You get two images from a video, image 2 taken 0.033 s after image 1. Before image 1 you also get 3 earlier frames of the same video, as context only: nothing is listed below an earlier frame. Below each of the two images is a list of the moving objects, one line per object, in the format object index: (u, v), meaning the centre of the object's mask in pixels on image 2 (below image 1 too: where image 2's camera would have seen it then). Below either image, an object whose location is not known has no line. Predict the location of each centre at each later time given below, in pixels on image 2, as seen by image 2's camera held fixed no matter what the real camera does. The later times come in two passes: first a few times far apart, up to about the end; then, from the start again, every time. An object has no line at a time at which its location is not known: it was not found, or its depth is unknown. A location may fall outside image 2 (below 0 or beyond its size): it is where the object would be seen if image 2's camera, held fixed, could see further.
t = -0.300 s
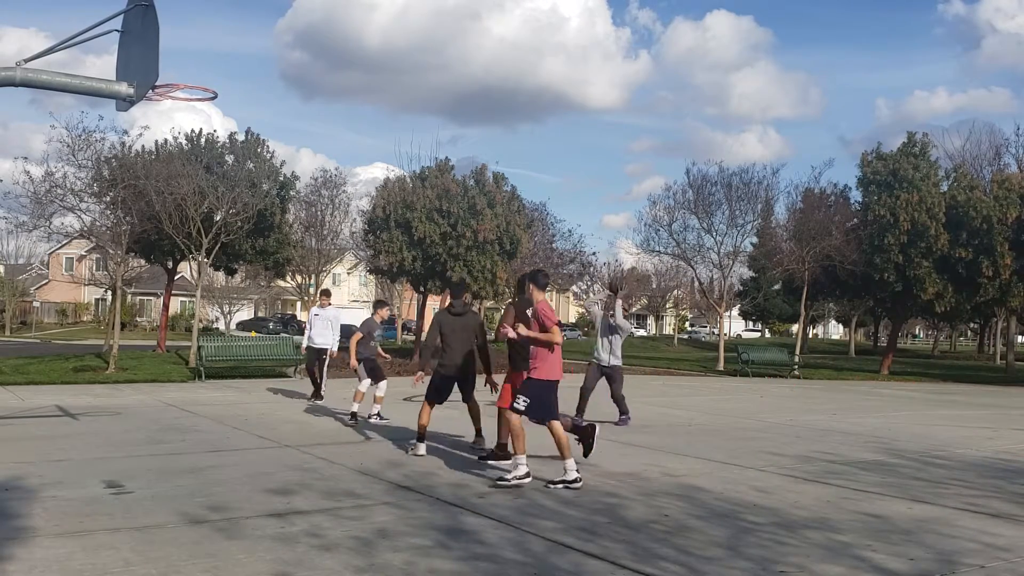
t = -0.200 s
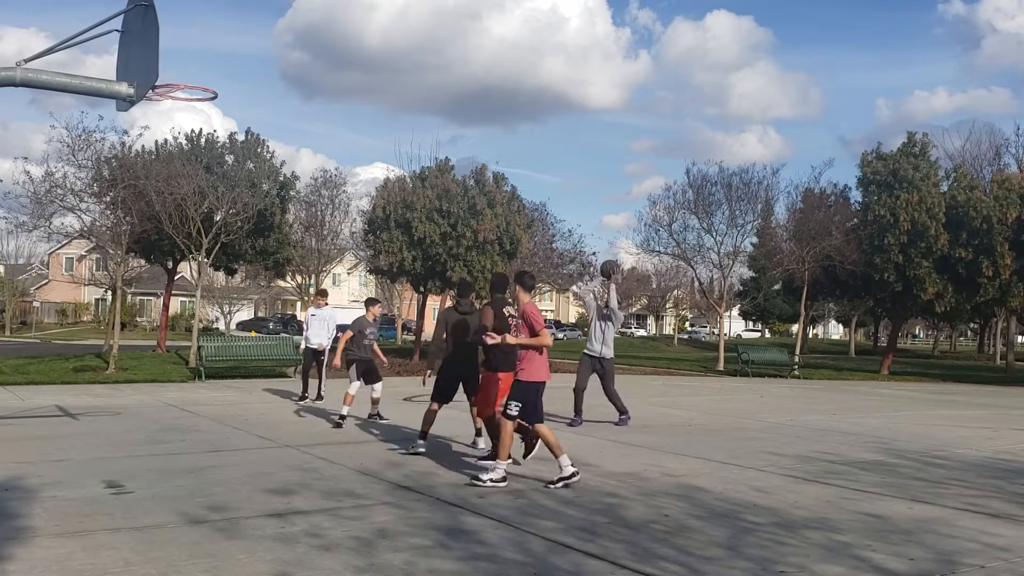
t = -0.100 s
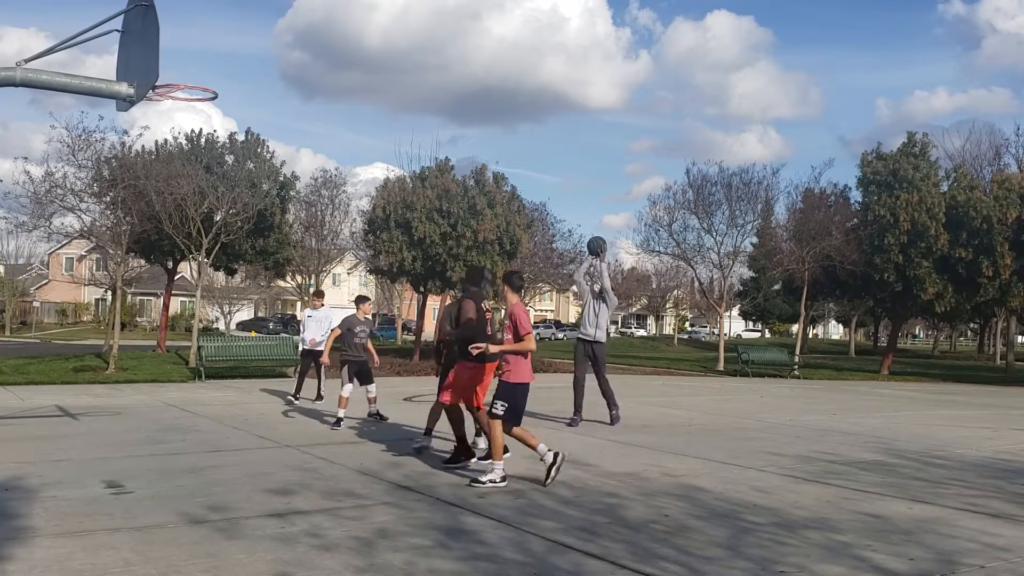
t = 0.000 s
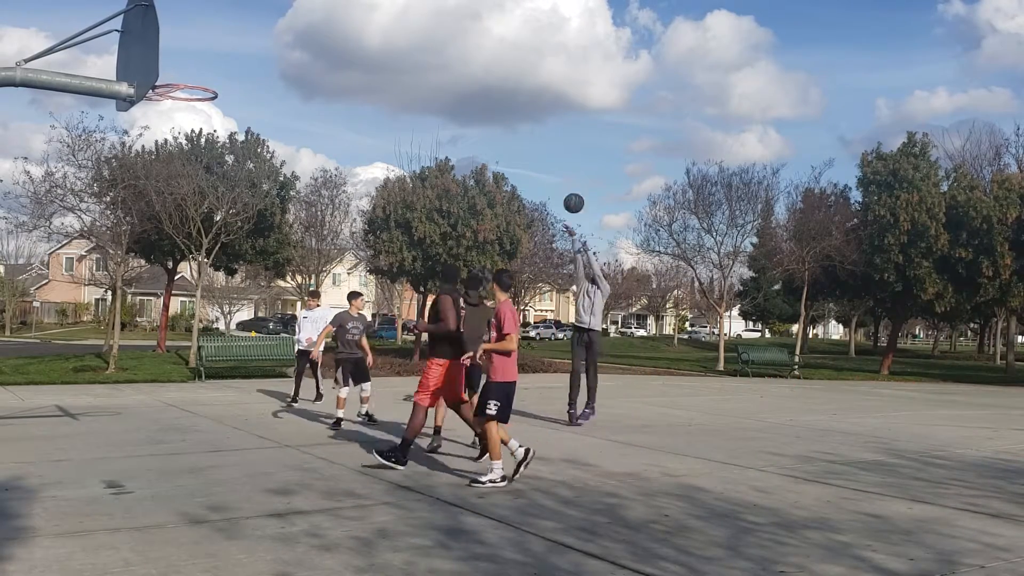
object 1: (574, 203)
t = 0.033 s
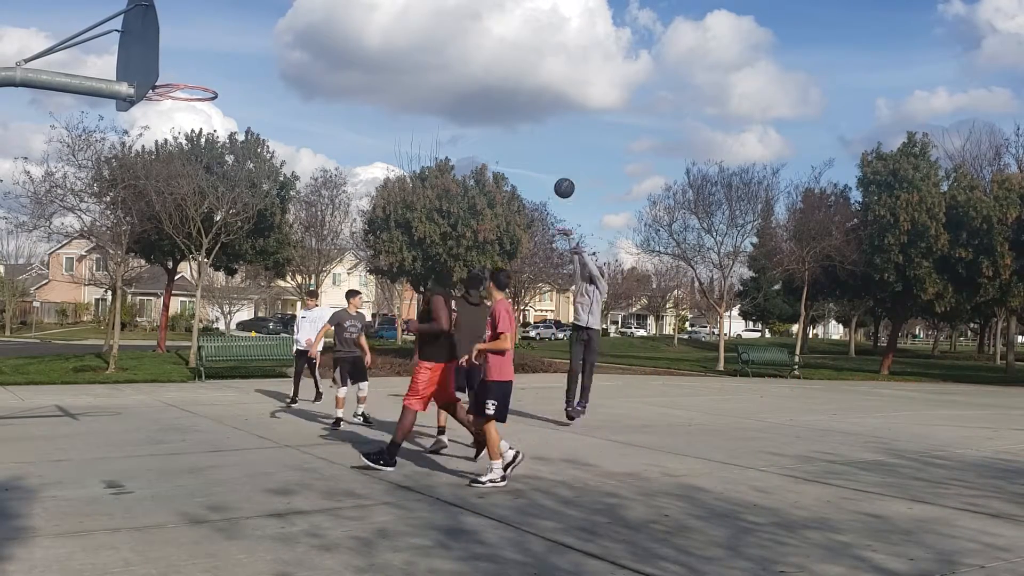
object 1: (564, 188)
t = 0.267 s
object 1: (490, 101)
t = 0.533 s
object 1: (386, 48)
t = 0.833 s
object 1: (233, 75)
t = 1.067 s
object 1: (178, 10)
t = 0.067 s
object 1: (555, 174)
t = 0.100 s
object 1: (544, 160)
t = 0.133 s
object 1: (534, 147)
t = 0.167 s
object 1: (524, 134)
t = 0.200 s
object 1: (513, 122)
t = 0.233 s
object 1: (502, 111)
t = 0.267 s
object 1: (490, 101)
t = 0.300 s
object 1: (479, 91)
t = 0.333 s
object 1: (466, 83)
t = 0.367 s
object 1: (454, 75)
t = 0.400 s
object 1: (441, 67)
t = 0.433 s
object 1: (428, 61)
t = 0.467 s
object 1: (414, 56)
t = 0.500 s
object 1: (400, 52)
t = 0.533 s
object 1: (386, 48)
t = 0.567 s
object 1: (371, 46)
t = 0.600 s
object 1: (356, 45)
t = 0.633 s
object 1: (340, 45)
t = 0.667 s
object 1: (324, 47)
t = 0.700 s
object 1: (307, 49)
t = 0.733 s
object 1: (289, 54)
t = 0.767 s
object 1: (271, 59)
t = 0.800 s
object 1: (252, 66)
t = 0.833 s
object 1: (233, 75)
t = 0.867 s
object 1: (218, 80)
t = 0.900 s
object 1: (211, 65)
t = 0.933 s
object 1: (205, 51)
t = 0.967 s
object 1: (198, 37)
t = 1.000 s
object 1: (192, 25)
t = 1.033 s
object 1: (185, 15)
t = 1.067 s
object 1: (178, 10)
